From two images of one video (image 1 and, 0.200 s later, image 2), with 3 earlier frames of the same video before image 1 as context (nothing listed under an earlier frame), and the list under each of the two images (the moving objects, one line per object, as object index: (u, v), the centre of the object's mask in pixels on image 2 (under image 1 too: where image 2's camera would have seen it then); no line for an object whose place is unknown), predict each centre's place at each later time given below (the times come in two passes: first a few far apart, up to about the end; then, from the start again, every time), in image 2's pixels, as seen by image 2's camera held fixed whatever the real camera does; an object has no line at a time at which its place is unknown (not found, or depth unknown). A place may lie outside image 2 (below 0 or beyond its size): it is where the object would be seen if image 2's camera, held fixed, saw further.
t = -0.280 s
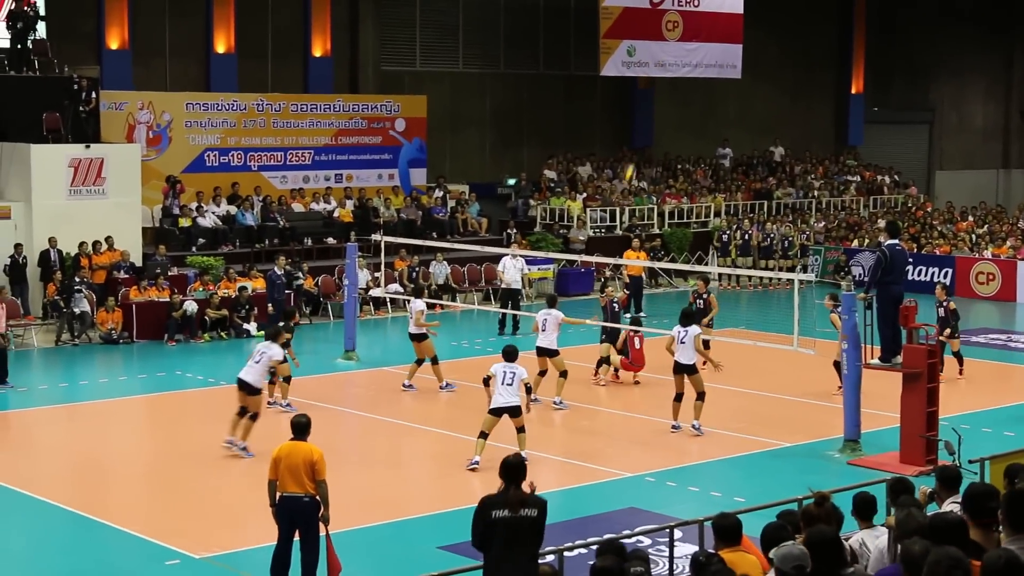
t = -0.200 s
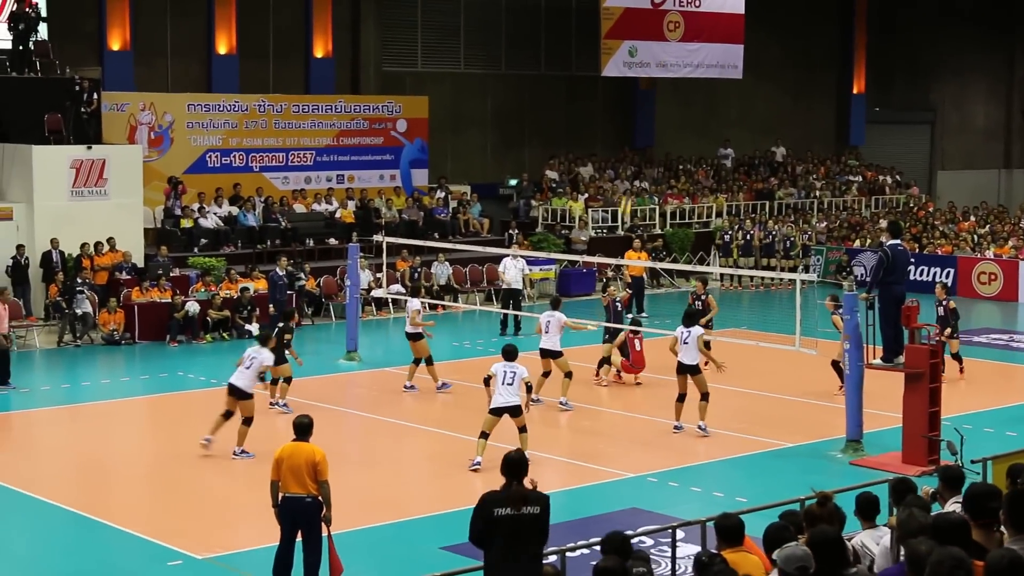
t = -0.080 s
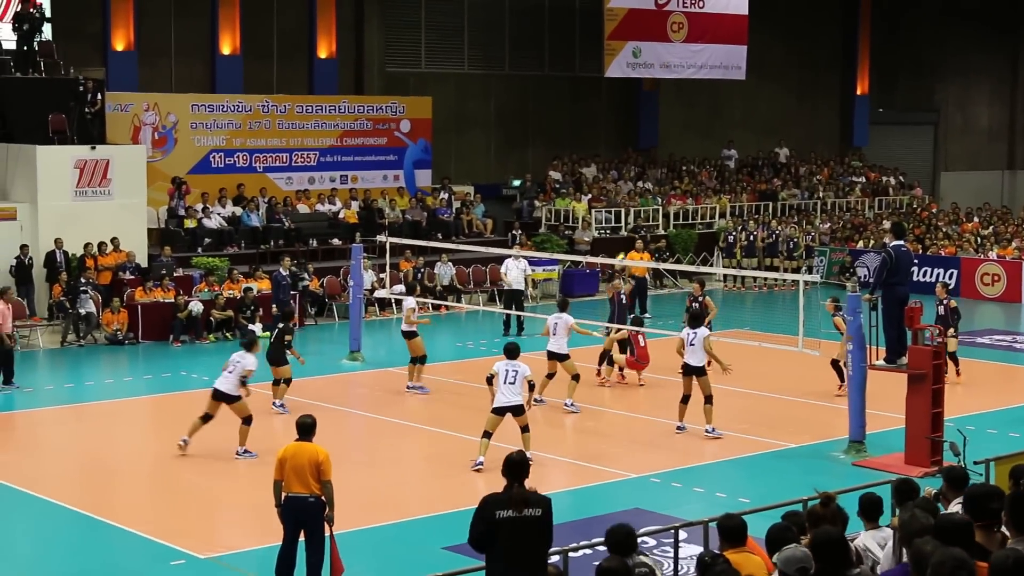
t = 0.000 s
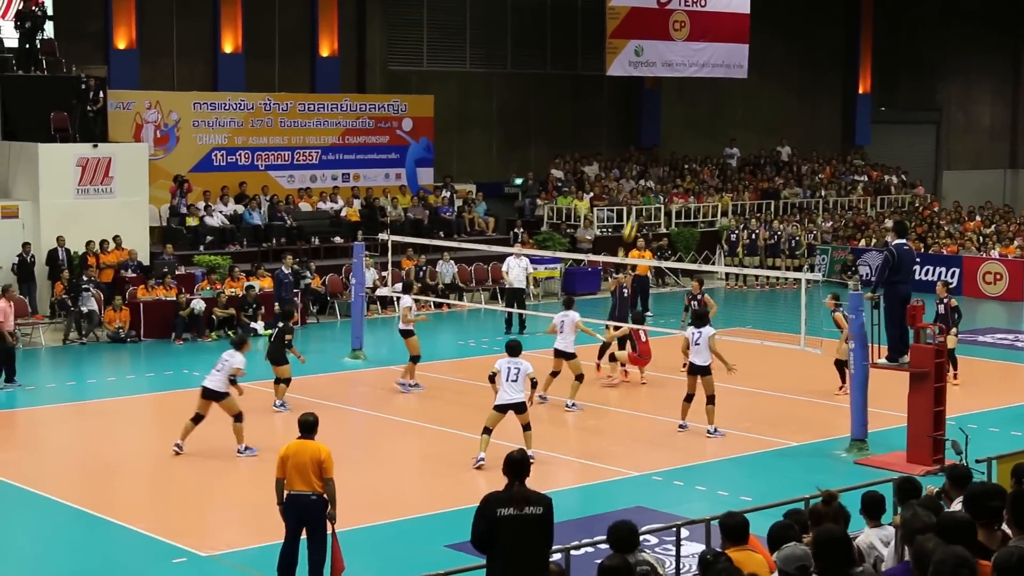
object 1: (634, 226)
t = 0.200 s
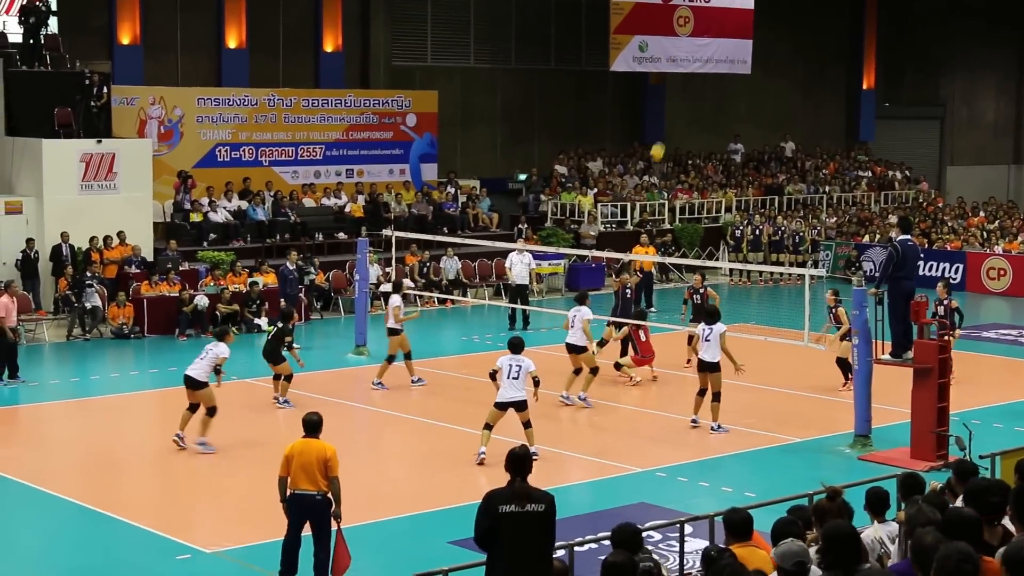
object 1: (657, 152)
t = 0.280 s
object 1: (666, 129)
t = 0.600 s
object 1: (699, 74)
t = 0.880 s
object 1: (727, 78)
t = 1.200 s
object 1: (760, 146)
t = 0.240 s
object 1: (662, 139)
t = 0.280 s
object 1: (666, 129)
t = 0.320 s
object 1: (670, 118)
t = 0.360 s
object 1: (675, 109)
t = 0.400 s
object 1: (679, 101)
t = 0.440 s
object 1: (683, 93)
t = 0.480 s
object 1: (687, 87)
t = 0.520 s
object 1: (691, 81)
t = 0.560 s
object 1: (695, 77)
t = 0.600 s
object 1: (699, 74)
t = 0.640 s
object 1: (703, 71)
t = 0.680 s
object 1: (707, 70)
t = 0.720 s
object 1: (711, 70)
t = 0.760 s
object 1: (715, 70)
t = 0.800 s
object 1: (719, 71)
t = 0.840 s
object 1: (723, 74)
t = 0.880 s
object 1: (727, 78)
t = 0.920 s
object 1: (732, 83)
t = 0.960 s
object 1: (736, 89)
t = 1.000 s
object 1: (740, 96)
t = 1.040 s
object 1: (744, 104)
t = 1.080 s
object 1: (748, 113)
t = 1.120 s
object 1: (752, 123)
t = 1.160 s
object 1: (756, 134)
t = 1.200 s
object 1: (760, 146)
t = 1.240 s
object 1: (764, 160)
